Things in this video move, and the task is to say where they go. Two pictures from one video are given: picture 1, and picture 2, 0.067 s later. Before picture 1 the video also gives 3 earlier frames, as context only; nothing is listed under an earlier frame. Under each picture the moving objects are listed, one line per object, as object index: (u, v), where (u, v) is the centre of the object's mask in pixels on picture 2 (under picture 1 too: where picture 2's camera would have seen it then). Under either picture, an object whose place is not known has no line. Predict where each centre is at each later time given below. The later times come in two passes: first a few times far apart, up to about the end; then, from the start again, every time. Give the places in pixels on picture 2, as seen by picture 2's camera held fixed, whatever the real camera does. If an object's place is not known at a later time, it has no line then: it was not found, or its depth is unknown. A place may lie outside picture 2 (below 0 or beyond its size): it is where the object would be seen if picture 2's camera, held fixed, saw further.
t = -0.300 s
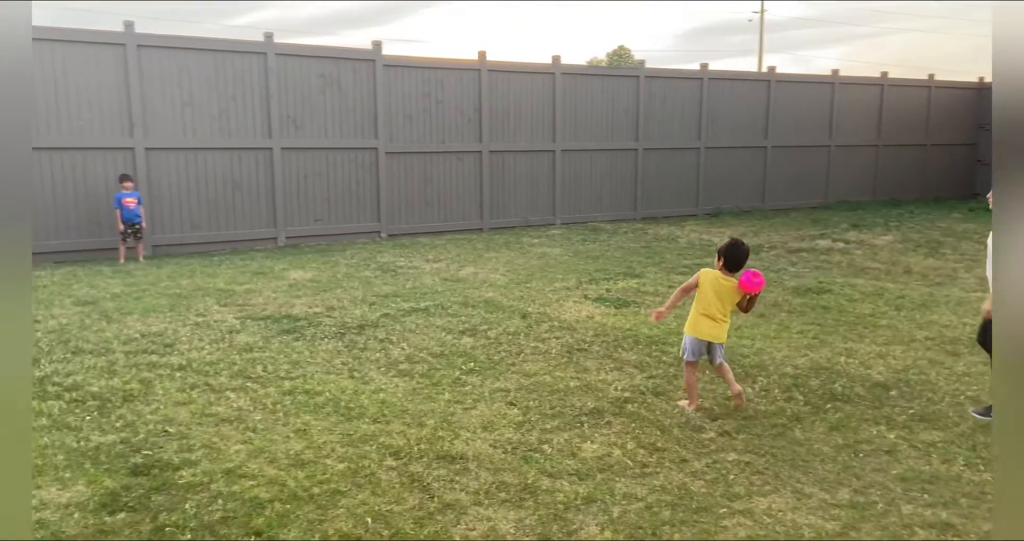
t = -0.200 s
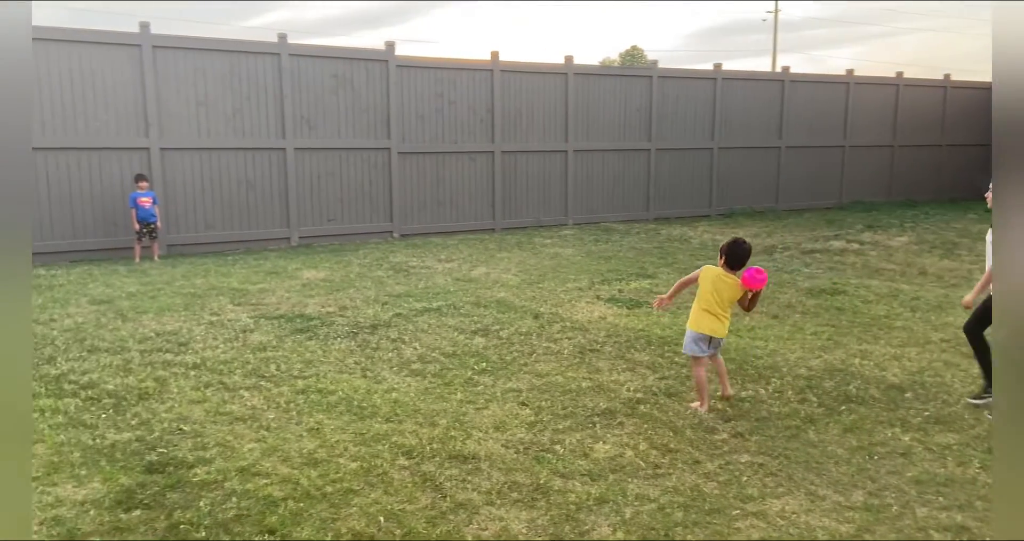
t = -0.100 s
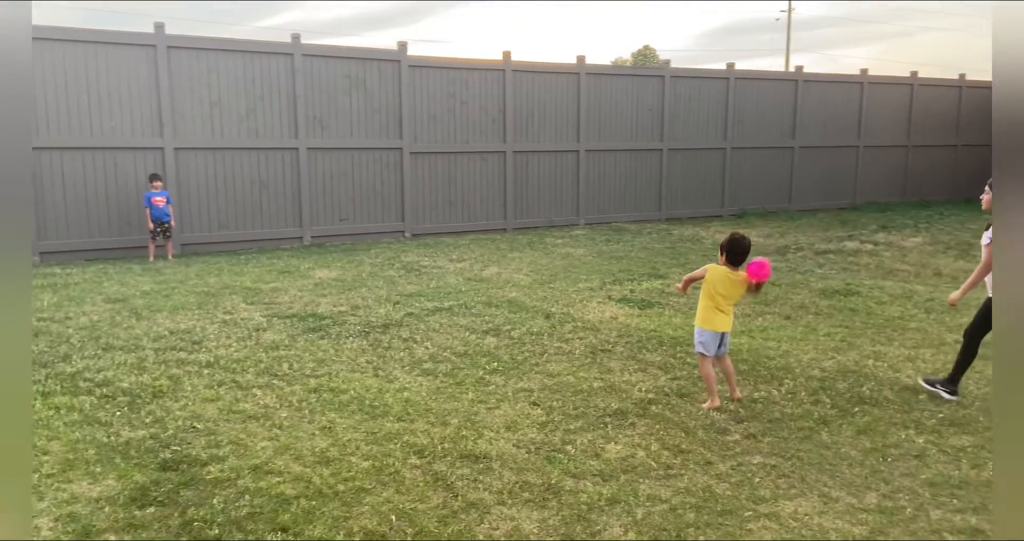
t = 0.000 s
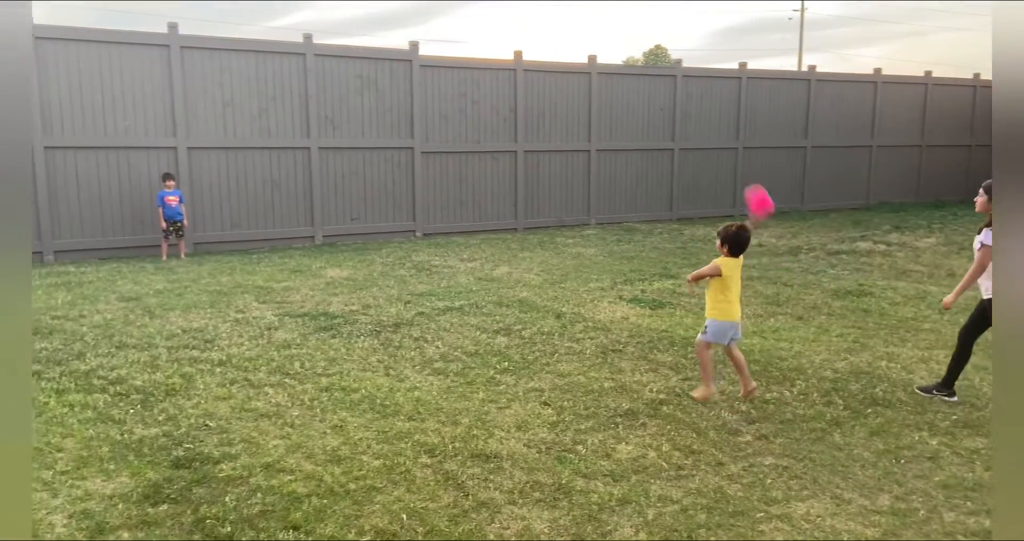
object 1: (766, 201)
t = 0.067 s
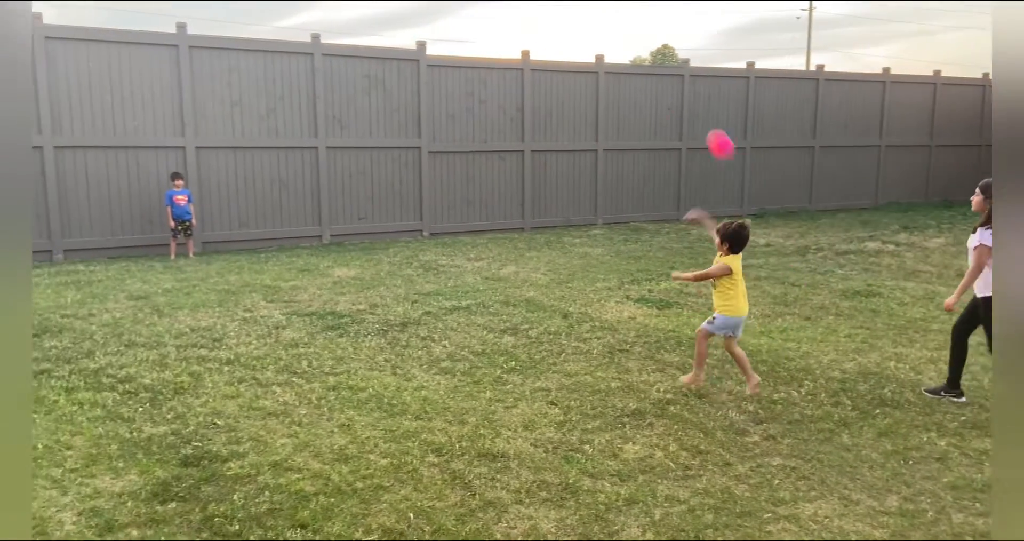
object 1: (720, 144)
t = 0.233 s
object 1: (632, 64)
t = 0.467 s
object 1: (548, 35)
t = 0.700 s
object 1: (491, 69)
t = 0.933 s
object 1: (450, 144)
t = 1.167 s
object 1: (420, 246)
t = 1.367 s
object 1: (413, 219)
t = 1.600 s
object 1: (411, 183)
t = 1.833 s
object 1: (410, 190)
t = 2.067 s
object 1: (412, 237)
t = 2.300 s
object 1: (417, 237)
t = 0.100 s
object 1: (699, 121)
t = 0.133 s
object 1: (681, 104)
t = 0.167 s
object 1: (664, 88)
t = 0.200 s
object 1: (647, 75)
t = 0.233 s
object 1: (632, 64)
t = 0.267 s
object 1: (618, 54)
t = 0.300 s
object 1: (604, 47)
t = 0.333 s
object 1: (591, 41)
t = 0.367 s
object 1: (579, 38)
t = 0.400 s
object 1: (568, 36)
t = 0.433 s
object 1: (557, 35)
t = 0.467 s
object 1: (548, 35)
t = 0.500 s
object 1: (539, 37)
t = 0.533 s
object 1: (530, 40)
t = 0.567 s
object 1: (521, 44)
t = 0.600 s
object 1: (513, 49)
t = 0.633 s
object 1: (505, 55)
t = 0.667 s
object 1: (498, 62)
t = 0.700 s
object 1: (491, 69)
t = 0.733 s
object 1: (485, 77)
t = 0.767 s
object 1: (478, 87)
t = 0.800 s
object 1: (472, 97)
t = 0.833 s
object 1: (466, 108)
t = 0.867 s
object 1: (461, 119)
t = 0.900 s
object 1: (456, 131)
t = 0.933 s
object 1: (450, 144)
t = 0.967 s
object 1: (446, 157)
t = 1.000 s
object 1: (441, 171)
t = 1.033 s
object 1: (437, 185)
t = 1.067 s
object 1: (433, 200)
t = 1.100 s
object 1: (429, 215)
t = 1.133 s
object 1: (424, 230)
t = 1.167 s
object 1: (420, 246)
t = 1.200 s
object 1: (416, 261)
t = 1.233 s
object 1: (415, 261)
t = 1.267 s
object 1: (415, 249)
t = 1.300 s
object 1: (414, 238)
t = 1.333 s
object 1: (414, 229)
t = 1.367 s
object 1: (413, 219)
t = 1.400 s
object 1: (412, 211)
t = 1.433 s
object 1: (412, 204)
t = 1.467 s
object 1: (411, 198)
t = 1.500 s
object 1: (412, 193)
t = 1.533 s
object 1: (411, 189)
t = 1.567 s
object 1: (411, 186)
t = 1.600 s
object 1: (411, 183)
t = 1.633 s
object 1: (411, 182)
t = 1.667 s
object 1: (411, 181)
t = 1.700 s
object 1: (411, 182)
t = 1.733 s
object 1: (411, 182)
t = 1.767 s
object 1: (411, 184)
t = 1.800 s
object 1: (411, 186)
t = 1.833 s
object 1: (410, 190)
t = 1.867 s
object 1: (410, 194)
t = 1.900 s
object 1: (411, 199)
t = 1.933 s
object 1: (411, 205)
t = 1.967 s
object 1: (411, 211)
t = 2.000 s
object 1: (411, 219)
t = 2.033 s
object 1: (412, 228)
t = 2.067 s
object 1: (412, 237)
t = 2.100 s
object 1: (411, 245)
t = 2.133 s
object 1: (412, 256)
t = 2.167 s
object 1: (412, 257)
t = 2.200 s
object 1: (414, 252)
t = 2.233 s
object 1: (415, 245)
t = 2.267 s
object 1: (416, 240)
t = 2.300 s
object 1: (417, 237)
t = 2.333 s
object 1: (418, 235)
